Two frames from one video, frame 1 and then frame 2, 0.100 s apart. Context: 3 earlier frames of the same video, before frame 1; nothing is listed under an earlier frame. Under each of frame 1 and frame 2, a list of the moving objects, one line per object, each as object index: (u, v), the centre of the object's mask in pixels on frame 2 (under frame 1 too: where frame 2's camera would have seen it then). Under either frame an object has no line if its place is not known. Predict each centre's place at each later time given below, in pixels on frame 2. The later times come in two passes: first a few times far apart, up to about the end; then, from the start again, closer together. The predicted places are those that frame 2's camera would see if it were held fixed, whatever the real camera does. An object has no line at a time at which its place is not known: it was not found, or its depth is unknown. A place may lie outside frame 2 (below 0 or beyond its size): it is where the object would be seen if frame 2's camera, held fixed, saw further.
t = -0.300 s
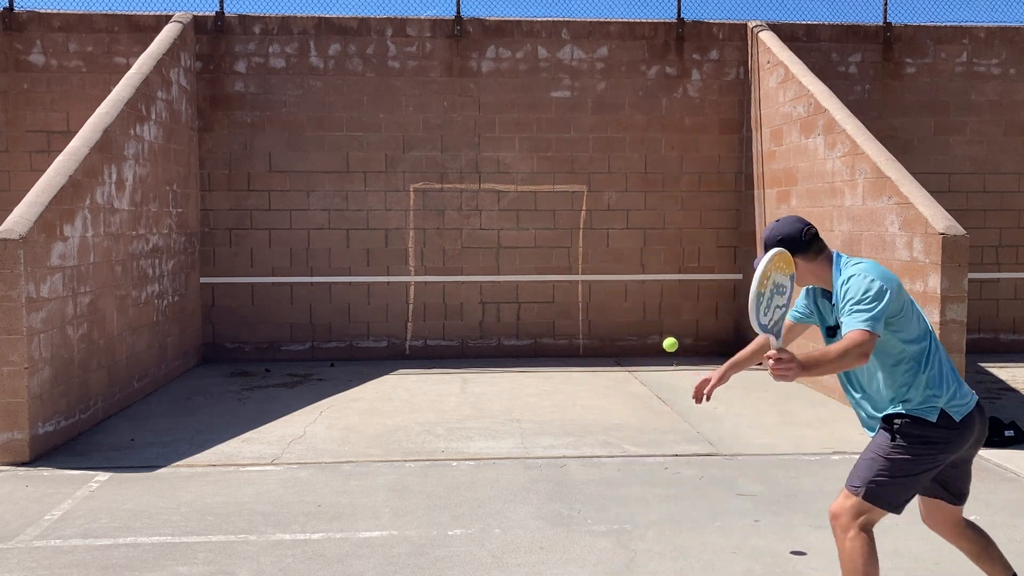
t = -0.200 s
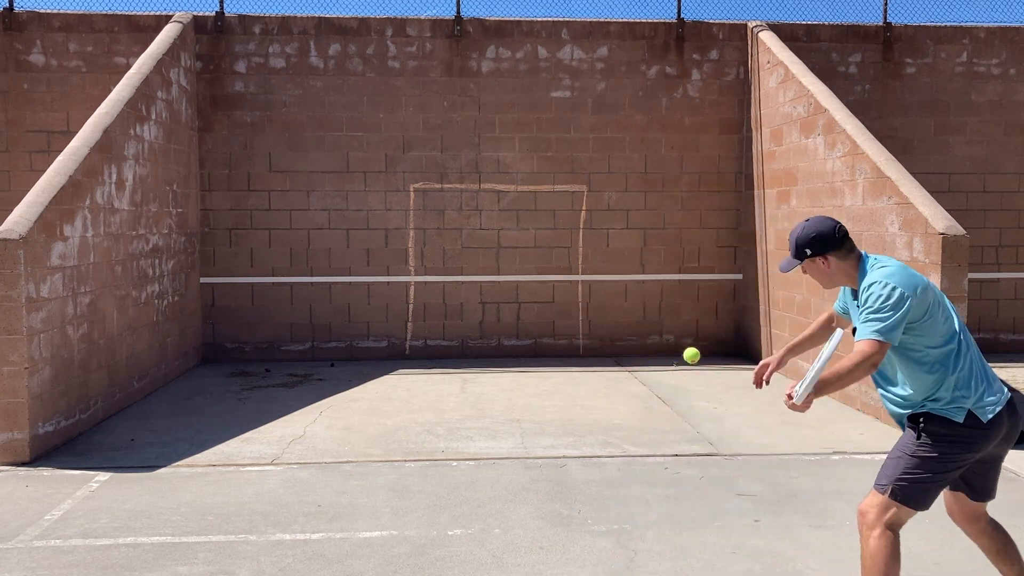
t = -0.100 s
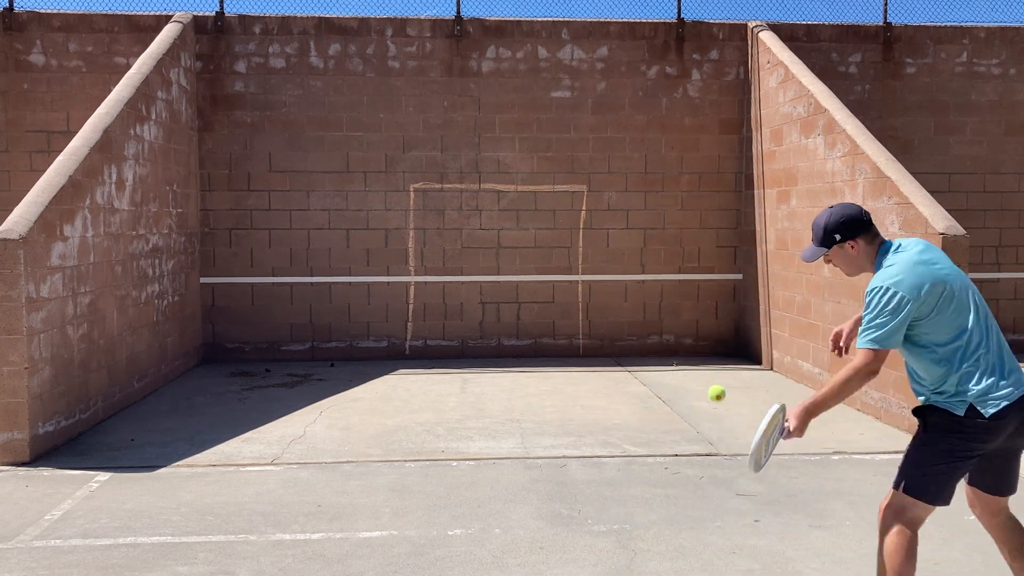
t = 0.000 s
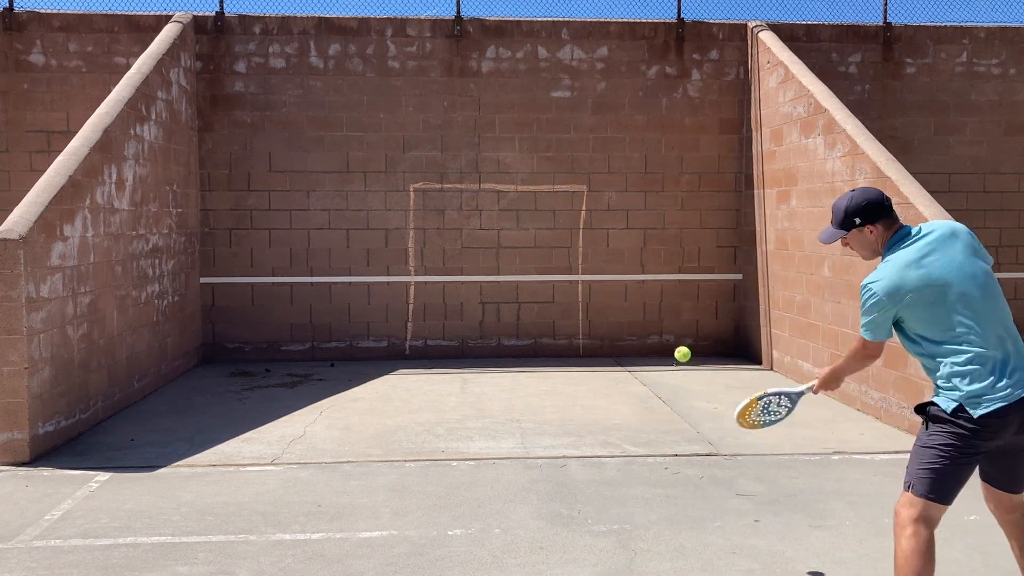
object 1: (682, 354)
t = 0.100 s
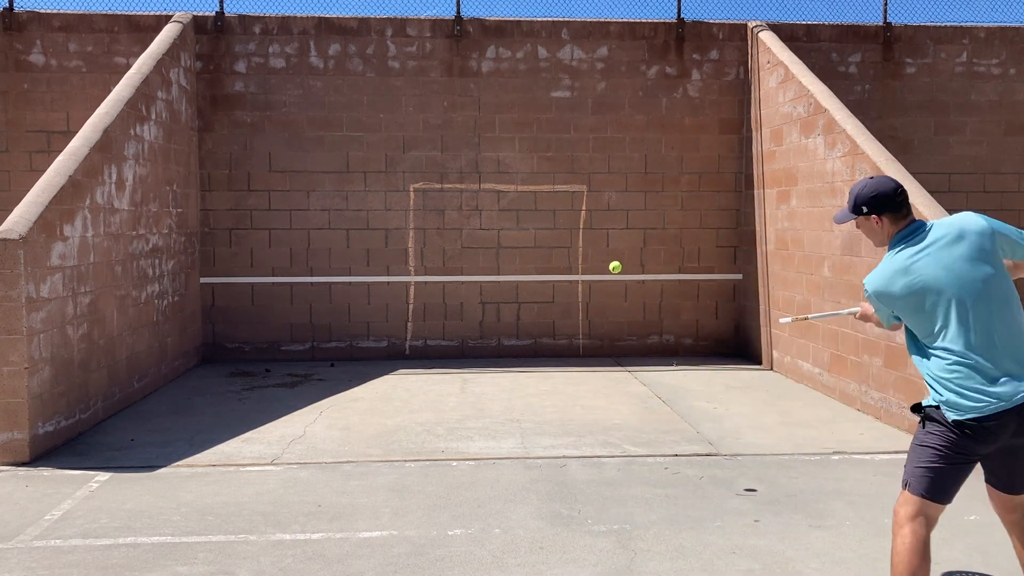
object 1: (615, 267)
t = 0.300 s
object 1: (546, 211)
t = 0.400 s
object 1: (525, 209)
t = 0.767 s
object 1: (521, 271)
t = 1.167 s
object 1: (549, 371)
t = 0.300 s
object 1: (546, 211)
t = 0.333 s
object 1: (538, 209)
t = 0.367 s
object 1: (531, 208)
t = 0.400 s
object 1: (525, 209)
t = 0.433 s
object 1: (519, 210)
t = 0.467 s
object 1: (514, 212)
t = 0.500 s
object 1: (509, 215)
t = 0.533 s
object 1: (511, 217)
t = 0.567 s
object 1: (512, 221)
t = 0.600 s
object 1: (513, 225)
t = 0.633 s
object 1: (515, 232)
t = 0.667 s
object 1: (516, 239)
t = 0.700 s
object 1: (518, 248)
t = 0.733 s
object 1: (520, 259)
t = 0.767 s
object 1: (521, 271)
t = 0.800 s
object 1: (523, 286)
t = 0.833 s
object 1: (525, 303)
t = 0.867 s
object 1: (527, 321)
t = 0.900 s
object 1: (529, 342)
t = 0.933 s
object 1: (531, 366)
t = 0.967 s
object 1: (533, 393)
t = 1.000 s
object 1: (535, 423)
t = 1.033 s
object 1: (538, 420)
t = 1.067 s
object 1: (540, 406)
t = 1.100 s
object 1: (543, 393)
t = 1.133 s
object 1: (546, 381)
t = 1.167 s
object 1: (549, 371)
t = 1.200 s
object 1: (552, 362)
